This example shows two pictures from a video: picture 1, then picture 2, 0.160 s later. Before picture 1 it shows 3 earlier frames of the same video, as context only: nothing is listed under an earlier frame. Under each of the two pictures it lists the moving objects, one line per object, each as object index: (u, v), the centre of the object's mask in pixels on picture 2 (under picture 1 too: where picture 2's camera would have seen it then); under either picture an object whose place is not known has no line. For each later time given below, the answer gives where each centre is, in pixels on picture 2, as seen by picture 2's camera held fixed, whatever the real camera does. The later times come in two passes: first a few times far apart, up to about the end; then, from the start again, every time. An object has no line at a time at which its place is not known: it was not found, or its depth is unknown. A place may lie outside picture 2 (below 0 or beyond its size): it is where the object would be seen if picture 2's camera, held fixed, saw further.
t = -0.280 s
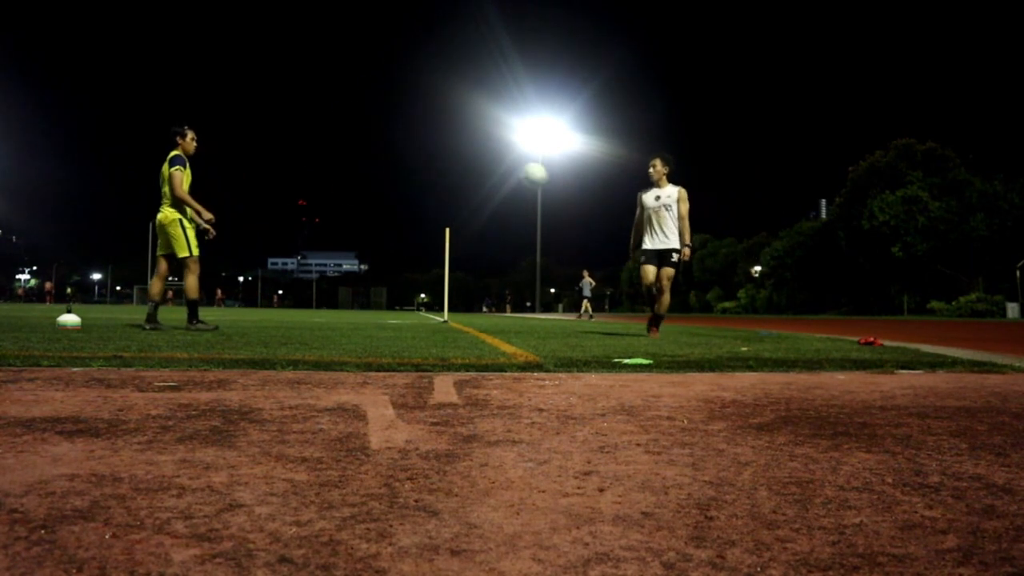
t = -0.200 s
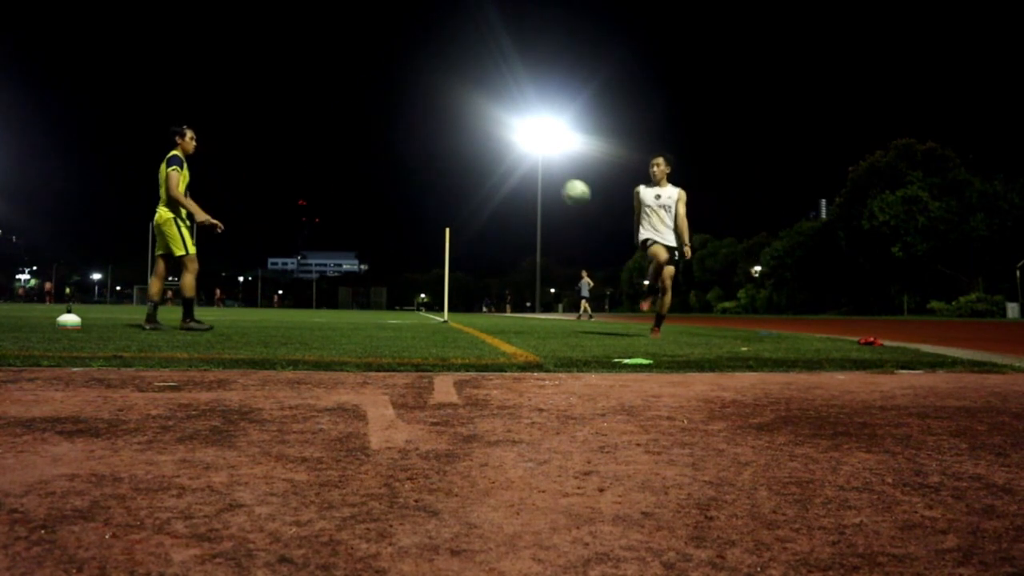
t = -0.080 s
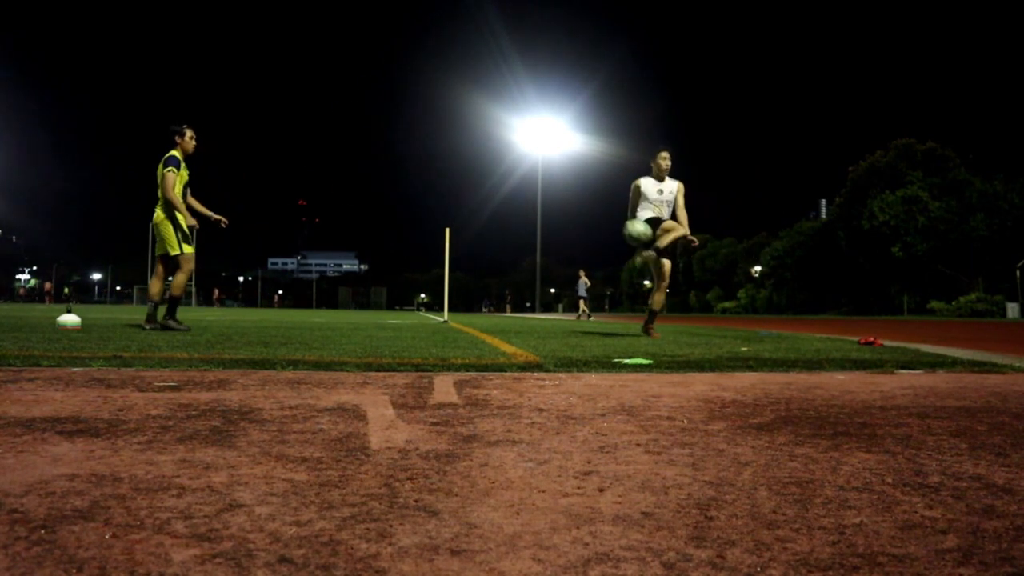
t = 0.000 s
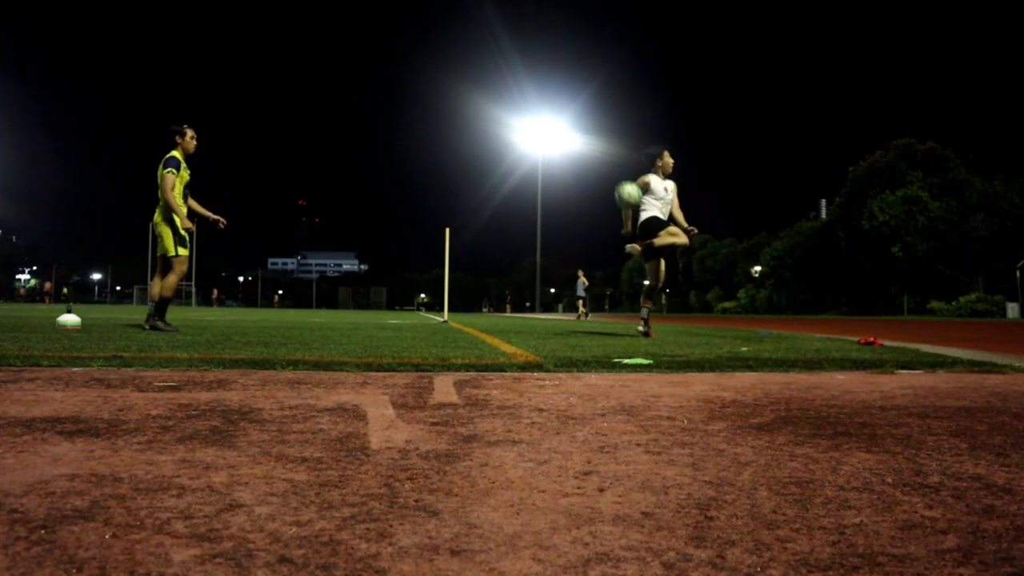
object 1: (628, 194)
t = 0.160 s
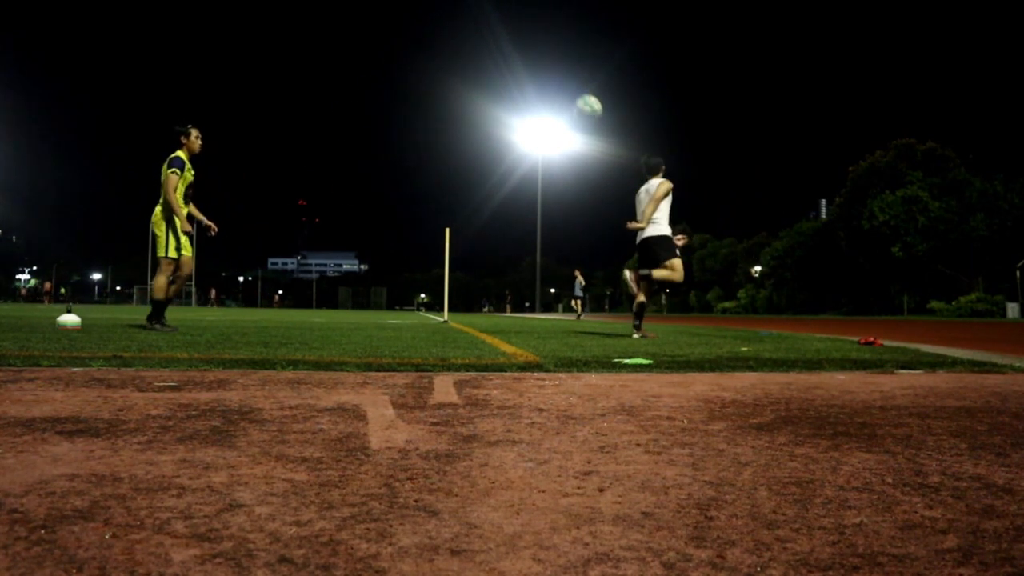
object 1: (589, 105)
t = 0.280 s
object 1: (556, 62)
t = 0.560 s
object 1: (476, 13)
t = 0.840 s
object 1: (388, 61)
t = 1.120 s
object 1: (288, 229)
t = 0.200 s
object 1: (577, 89)
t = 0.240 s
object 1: (566, 75)
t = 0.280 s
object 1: (556, 62)
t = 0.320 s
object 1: (545, 50)
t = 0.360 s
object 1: (534, 39)
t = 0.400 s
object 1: (523, 30)
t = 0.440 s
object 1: (511, 23)
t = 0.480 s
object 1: (500, 18)
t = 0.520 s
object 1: (488, 14)
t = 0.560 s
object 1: (476, 13)
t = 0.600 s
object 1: (465, 13)
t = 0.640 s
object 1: (453, 15)
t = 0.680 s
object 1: (440, 20)
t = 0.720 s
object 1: (428, 26)
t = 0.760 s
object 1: (415, 36)
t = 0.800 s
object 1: (402, 47)
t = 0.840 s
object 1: (388, 61)
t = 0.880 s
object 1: (375, 77)
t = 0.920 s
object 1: (361, 95)
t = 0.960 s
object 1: (347, 116)
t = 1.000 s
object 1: (333, 140)
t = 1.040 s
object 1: (318, 168)
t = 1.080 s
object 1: (303, 197)
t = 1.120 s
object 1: (288, 229)
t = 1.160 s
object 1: (273, 265)
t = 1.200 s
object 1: (257, 306)
